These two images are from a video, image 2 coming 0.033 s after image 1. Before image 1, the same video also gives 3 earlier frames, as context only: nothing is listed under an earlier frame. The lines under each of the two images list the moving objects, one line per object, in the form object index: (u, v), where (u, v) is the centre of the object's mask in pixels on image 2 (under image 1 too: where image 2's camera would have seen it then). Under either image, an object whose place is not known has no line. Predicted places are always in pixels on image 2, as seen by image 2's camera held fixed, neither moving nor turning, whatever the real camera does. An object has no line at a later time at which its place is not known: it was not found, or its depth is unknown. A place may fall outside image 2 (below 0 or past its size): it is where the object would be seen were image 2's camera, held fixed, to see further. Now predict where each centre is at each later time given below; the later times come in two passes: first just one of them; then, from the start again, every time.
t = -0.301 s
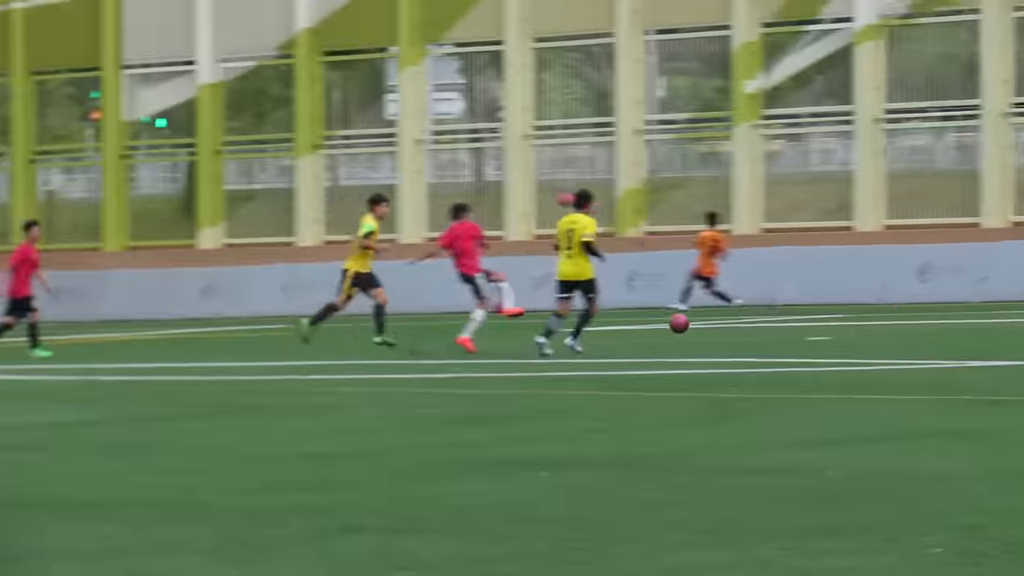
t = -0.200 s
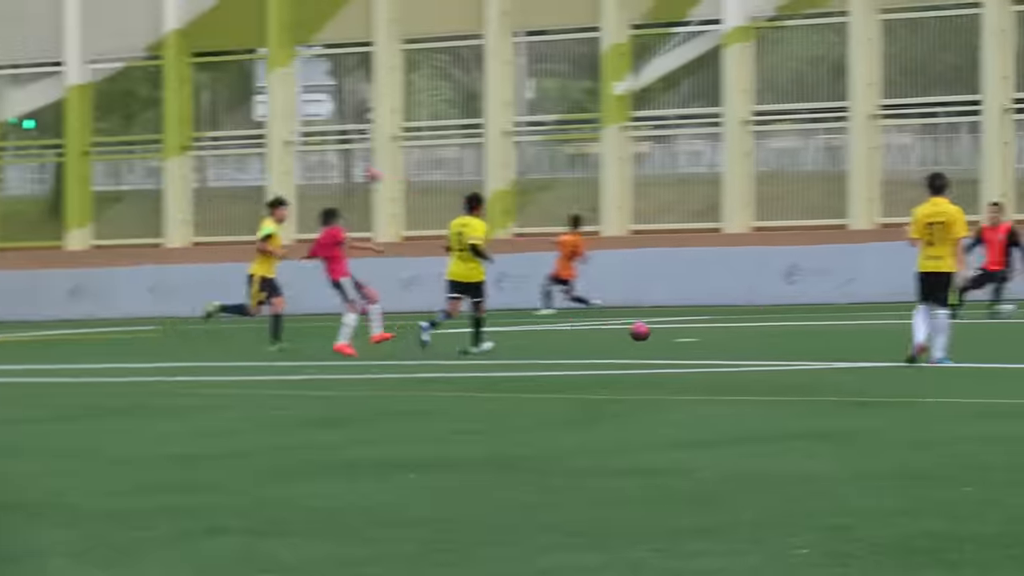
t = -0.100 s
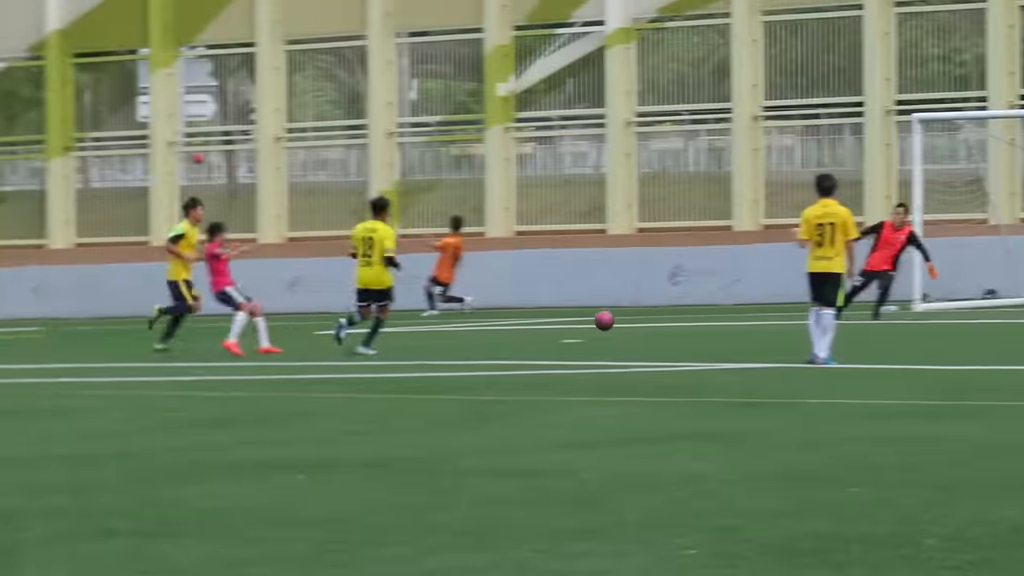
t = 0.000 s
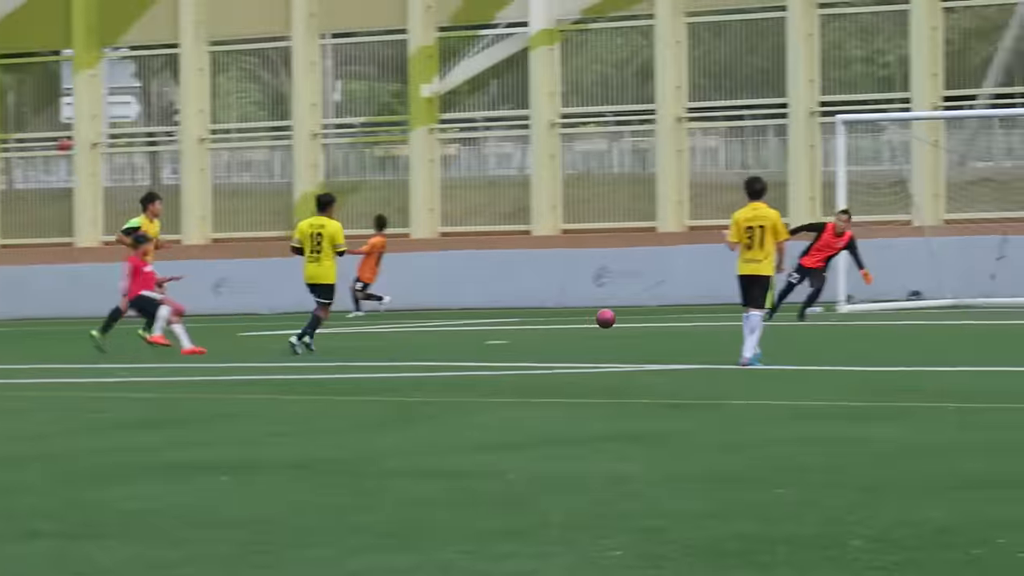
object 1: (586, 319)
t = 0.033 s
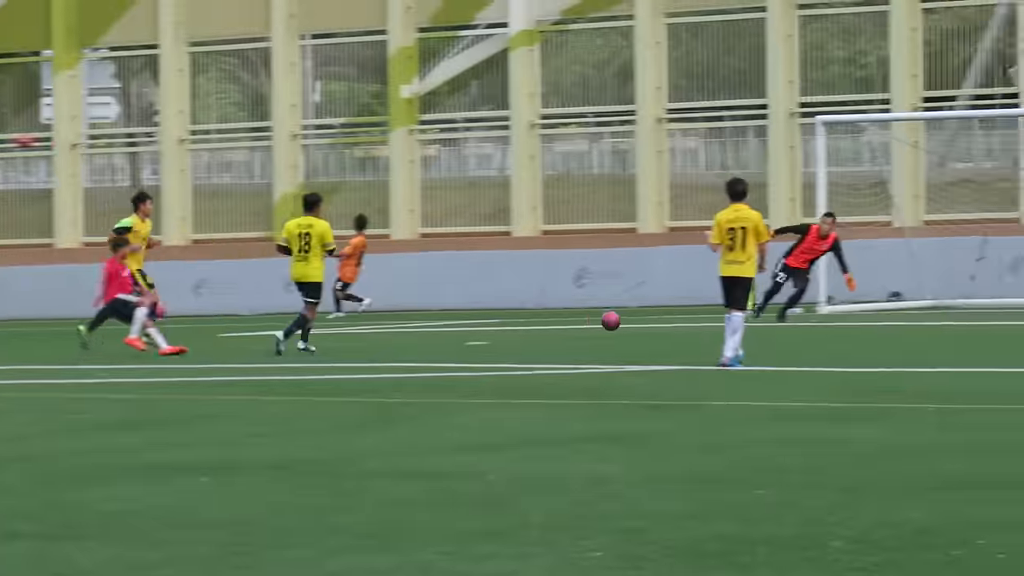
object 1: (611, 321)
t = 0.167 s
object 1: (707, 322)
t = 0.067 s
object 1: (636, 323)
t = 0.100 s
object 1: (660, 327)
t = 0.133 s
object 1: (683, 325)
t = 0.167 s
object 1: (707, 322)
